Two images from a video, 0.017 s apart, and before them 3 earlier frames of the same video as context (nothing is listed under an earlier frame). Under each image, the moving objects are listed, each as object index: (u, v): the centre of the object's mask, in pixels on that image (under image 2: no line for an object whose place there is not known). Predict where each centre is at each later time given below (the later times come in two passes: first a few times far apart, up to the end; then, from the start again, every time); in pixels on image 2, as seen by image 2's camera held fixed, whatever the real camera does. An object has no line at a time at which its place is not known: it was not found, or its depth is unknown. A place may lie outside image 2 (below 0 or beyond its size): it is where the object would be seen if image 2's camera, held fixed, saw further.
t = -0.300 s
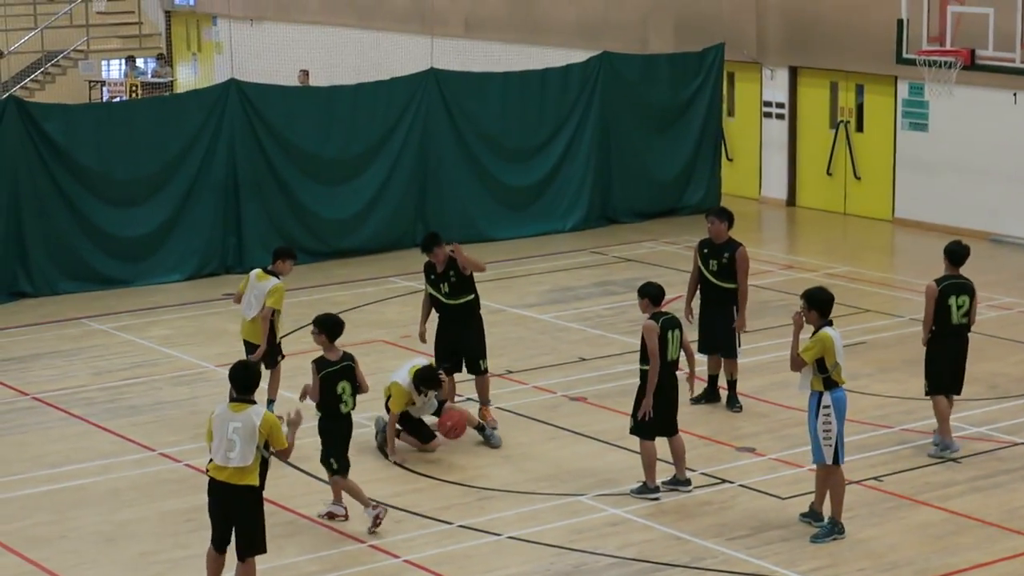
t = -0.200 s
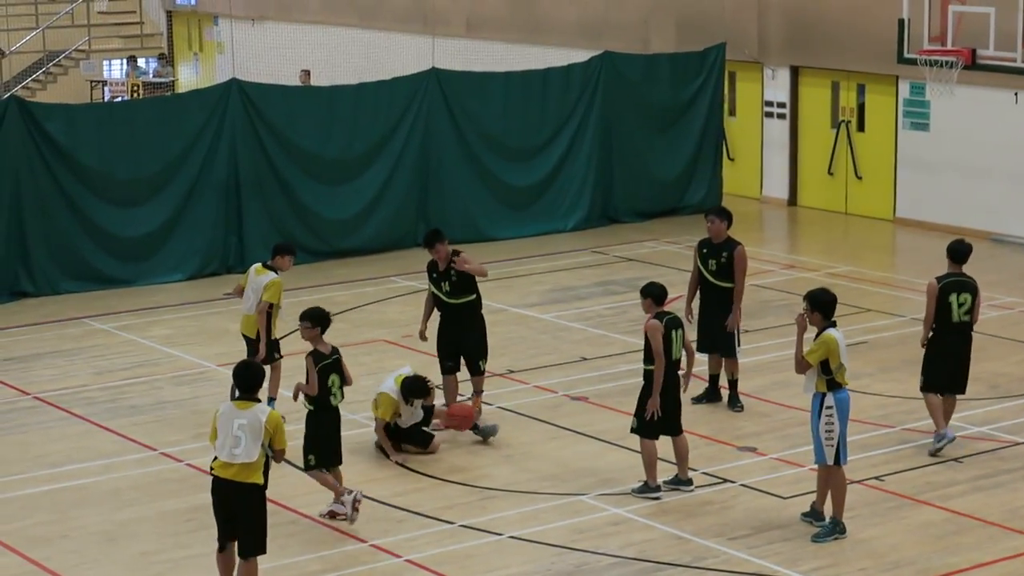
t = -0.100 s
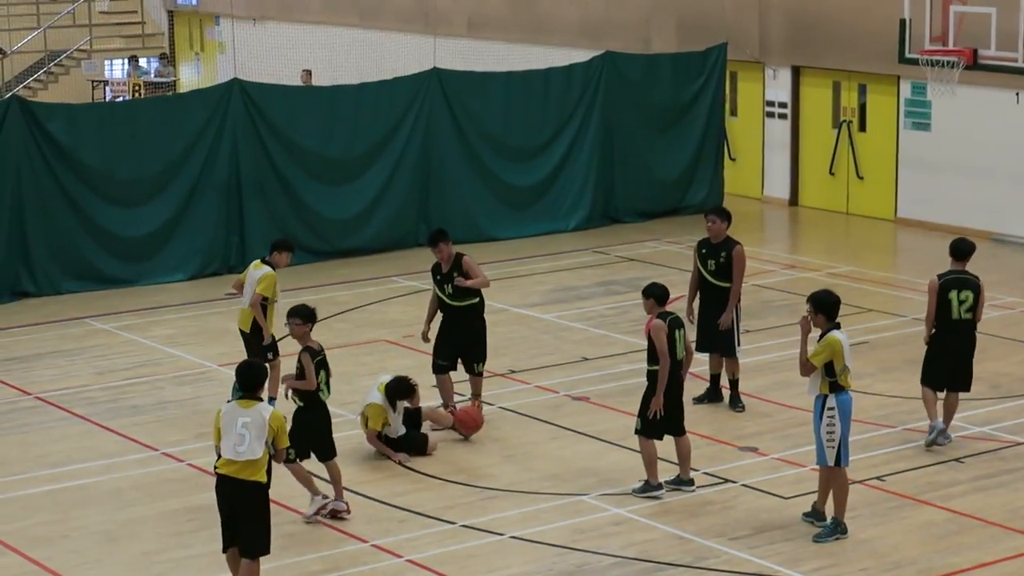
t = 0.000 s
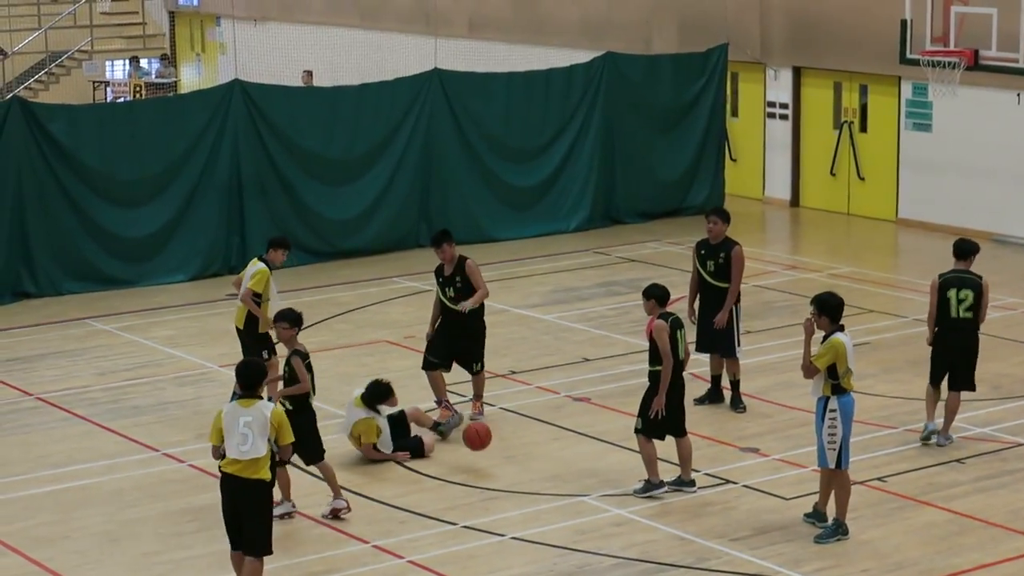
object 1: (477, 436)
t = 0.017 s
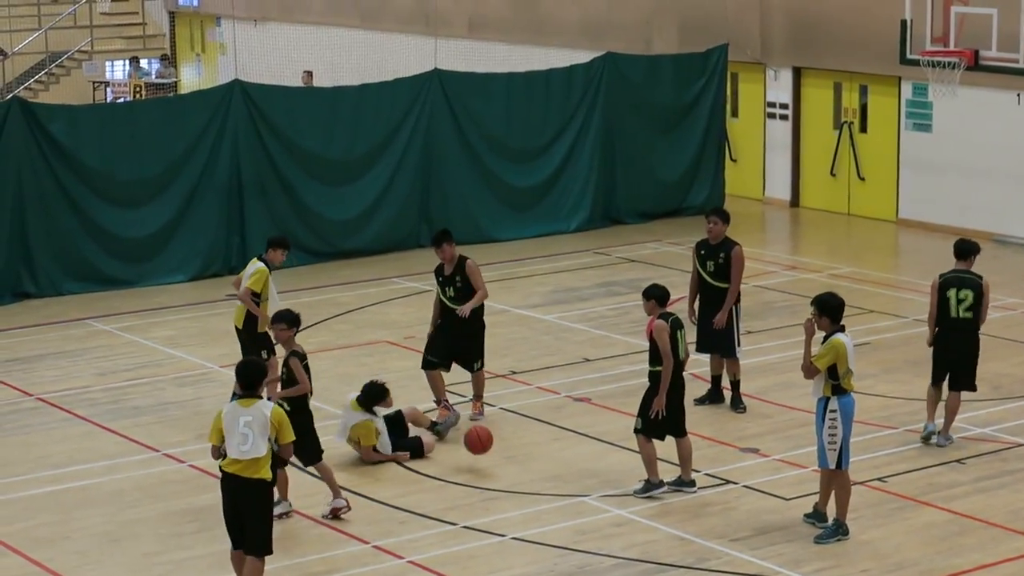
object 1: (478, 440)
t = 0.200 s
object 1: (491, 441)
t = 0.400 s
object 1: (505, 446)
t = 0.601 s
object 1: (519, 454)
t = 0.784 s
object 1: (532, 459)
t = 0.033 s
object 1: (479, 444)
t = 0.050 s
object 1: (481, 448)
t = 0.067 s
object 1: (482, 453)
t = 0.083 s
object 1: (483, 458)
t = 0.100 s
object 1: (484, 456)
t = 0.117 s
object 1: (485, 452)
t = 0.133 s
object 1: (486, 449)
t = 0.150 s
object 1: (487, 446)
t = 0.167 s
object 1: (488, 444)
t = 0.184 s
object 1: (490, 442)
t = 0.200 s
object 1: (491, 441)
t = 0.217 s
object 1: (492, 439)
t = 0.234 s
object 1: (493, 438)
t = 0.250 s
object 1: (494, 437)
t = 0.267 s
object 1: (495, 437)
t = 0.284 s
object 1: (497, 437)
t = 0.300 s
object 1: (498, 437)
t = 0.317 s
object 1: (499, 438)
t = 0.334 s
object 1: (500, 439)
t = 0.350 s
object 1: (501, 440)
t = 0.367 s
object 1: (502, 441)
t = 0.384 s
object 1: (504, 443)
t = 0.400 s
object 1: (505, 446)
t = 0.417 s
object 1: (506, 448)
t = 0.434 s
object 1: (507, 451)
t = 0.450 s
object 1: (508, 454)
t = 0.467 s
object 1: (510, 458)
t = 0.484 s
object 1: (511, 462)
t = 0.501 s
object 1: (512, 467)
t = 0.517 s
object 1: (513, 465)
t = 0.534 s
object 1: (514, 461)
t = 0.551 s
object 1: (515, 459)
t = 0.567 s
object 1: (517, 457)
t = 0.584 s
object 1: (518, 455)
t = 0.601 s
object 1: (519, 454)
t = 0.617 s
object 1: (520, 453)
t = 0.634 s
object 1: (522, 452)
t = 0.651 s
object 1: (523, 451)
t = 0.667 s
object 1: (524, 451)
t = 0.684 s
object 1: (525, 451)
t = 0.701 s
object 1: (526, 452)
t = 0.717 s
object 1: (528, 452)
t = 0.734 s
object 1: (529, 454)
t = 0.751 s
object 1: (530, 455)
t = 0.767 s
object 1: (531, 457)
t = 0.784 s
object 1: (532, 459)
